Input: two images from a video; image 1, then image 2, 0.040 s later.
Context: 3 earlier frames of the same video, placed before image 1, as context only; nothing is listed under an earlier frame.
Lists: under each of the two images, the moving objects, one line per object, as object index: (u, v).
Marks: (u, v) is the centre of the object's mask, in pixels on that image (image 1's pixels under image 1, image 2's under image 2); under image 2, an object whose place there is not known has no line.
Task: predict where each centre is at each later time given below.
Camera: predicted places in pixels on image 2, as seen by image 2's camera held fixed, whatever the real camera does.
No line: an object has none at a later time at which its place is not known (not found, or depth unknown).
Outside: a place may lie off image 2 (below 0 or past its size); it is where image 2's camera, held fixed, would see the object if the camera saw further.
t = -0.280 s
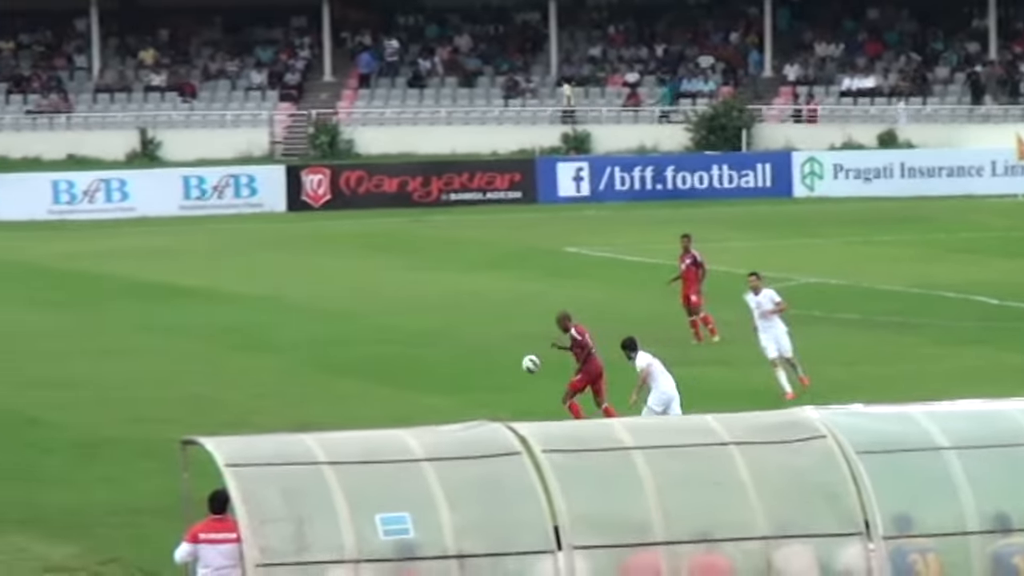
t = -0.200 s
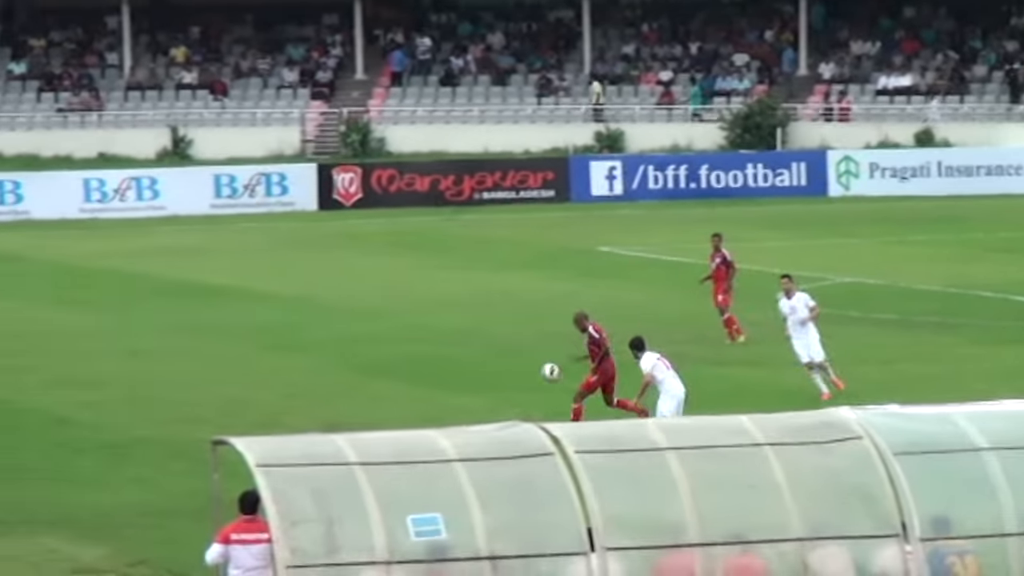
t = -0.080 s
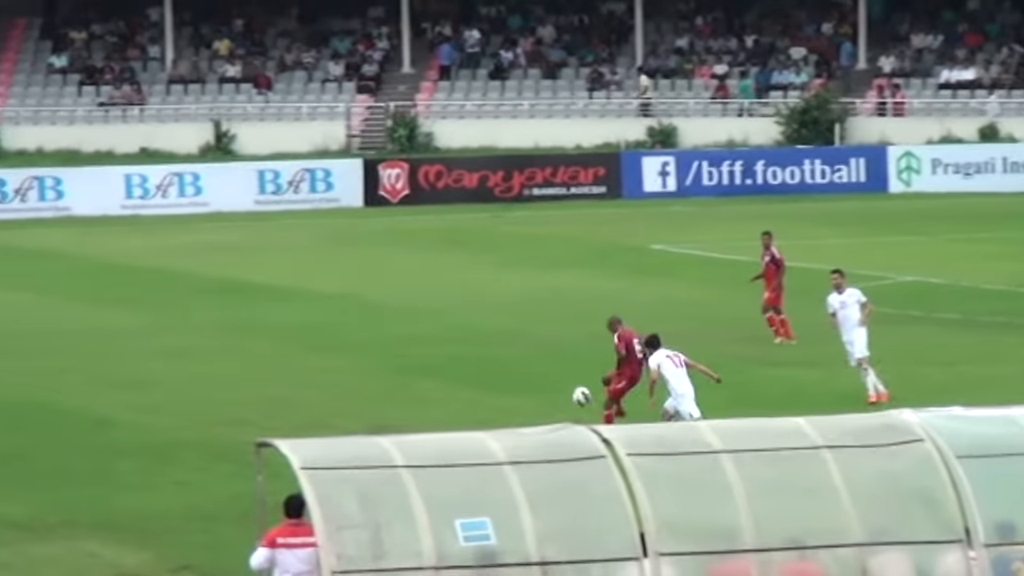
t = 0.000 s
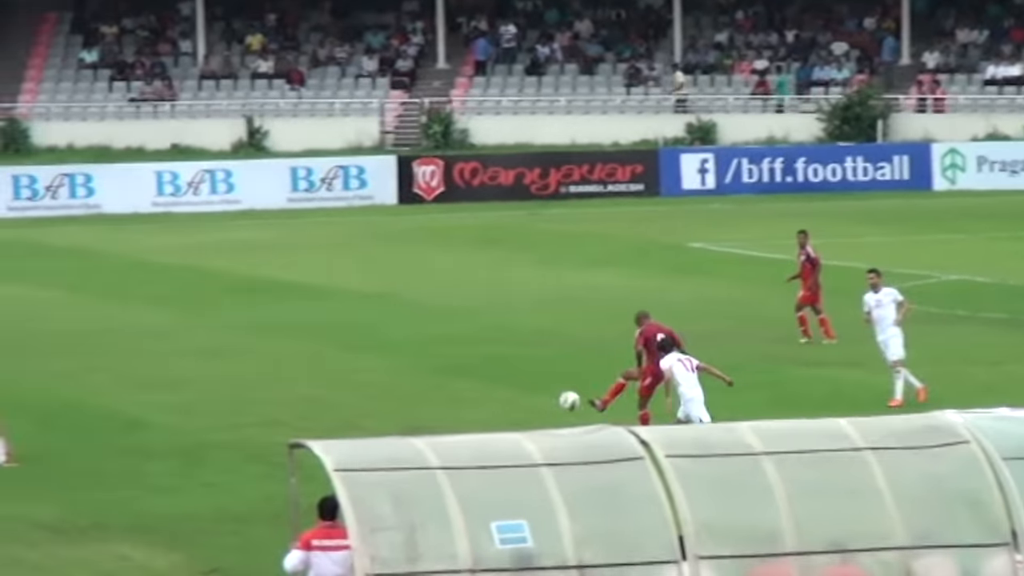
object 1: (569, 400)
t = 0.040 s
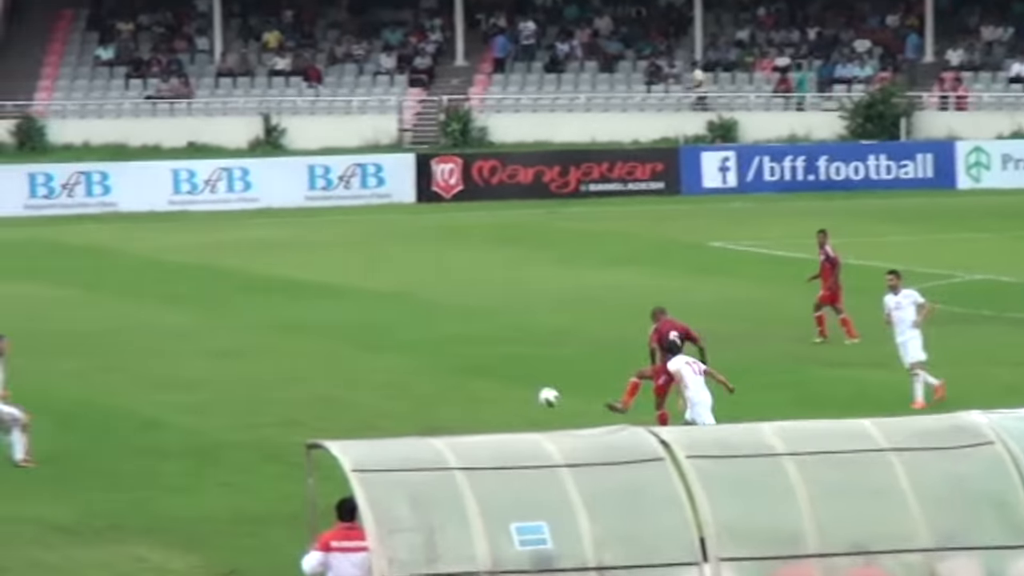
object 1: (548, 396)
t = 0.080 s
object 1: (510, 394)
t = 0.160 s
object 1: (434, 395)
